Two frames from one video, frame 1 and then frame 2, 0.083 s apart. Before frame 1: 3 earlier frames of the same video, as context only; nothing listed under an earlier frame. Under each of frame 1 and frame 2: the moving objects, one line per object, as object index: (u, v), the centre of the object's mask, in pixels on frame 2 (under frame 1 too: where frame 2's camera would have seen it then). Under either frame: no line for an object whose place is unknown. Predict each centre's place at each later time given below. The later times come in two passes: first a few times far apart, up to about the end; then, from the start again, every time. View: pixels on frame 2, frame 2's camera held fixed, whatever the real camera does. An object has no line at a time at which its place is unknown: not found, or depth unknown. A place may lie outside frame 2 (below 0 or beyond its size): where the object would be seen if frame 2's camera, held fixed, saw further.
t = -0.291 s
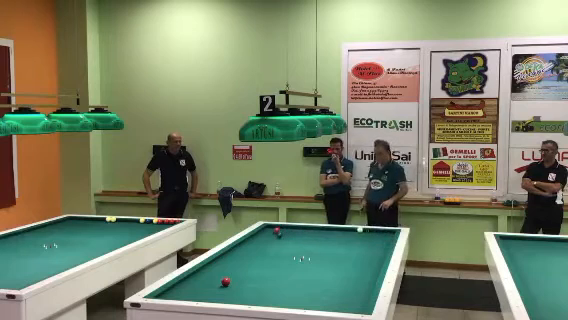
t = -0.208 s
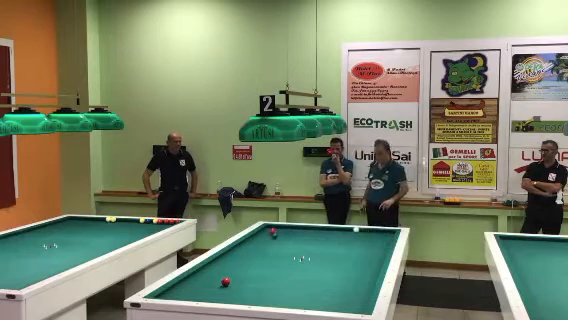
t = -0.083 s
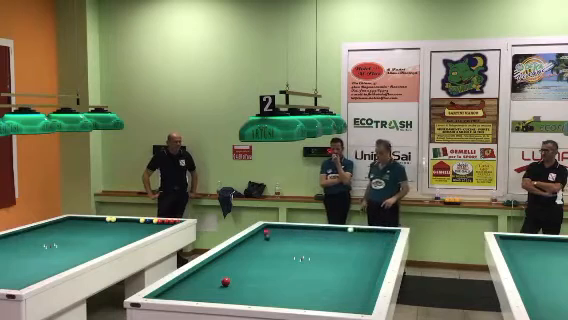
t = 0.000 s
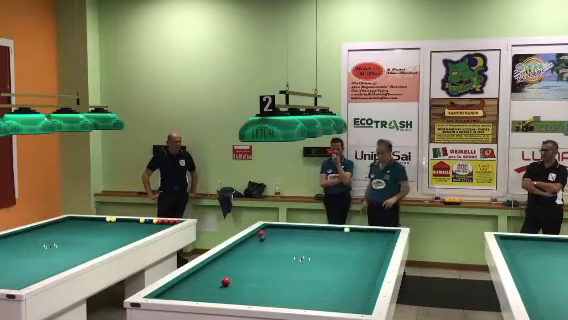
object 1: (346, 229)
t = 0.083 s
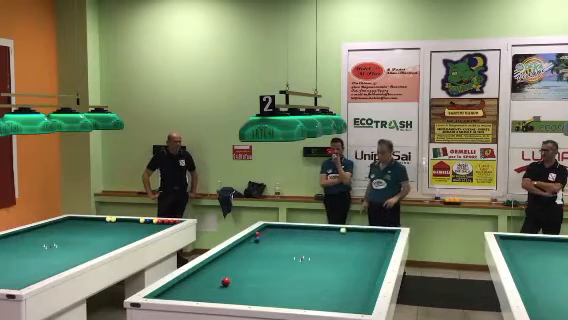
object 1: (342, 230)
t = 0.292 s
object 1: (333, 230)
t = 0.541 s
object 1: (323, 231)
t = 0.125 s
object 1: (340, 230)
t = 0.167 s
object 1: (339, 230)
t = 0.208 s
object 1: (337, 230)
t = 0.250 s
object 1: (335, 230)
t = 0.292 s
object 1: (333, 230)
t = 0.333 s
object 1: (331, 230)
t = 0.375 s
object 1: (330, 230)
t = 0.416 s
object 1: (328, 231)
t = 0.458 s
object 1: (326, 231)
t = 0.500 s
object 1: (324, 231)
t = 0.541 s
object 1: (323, 231)
